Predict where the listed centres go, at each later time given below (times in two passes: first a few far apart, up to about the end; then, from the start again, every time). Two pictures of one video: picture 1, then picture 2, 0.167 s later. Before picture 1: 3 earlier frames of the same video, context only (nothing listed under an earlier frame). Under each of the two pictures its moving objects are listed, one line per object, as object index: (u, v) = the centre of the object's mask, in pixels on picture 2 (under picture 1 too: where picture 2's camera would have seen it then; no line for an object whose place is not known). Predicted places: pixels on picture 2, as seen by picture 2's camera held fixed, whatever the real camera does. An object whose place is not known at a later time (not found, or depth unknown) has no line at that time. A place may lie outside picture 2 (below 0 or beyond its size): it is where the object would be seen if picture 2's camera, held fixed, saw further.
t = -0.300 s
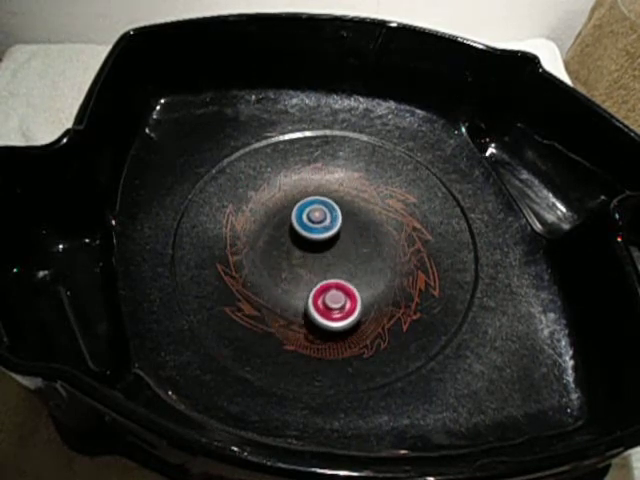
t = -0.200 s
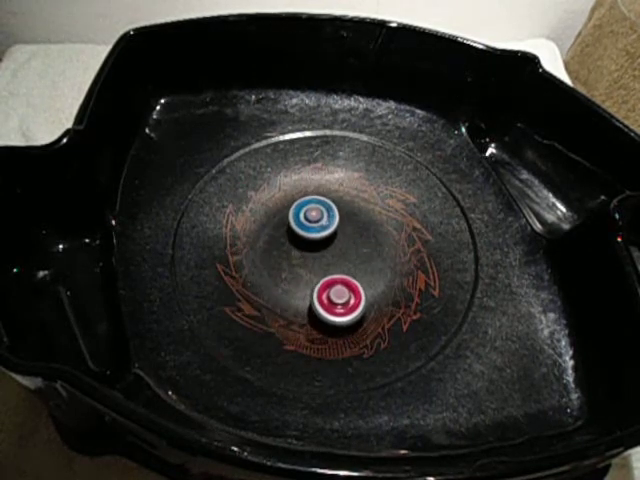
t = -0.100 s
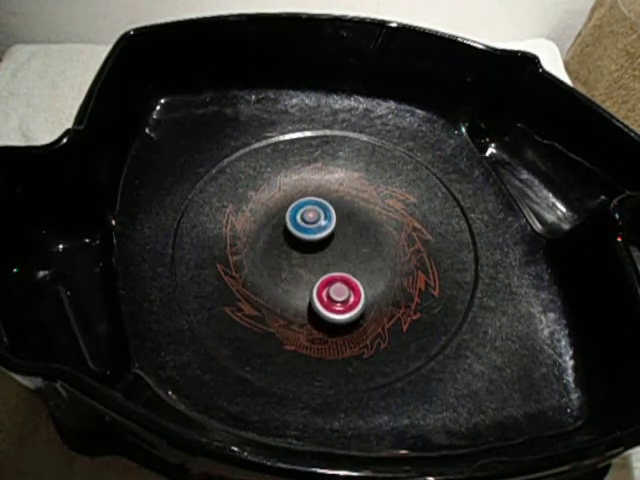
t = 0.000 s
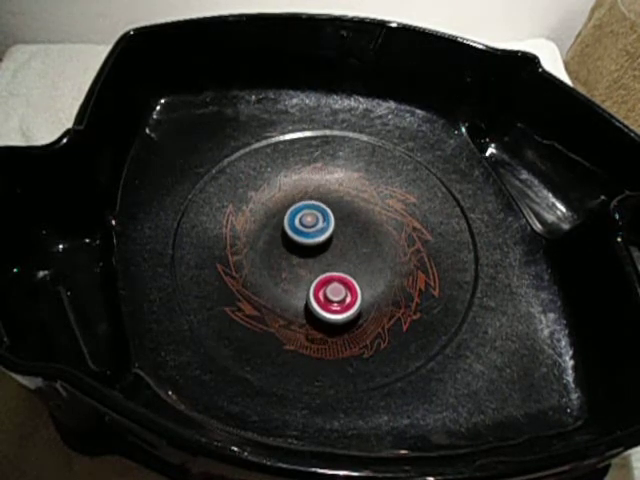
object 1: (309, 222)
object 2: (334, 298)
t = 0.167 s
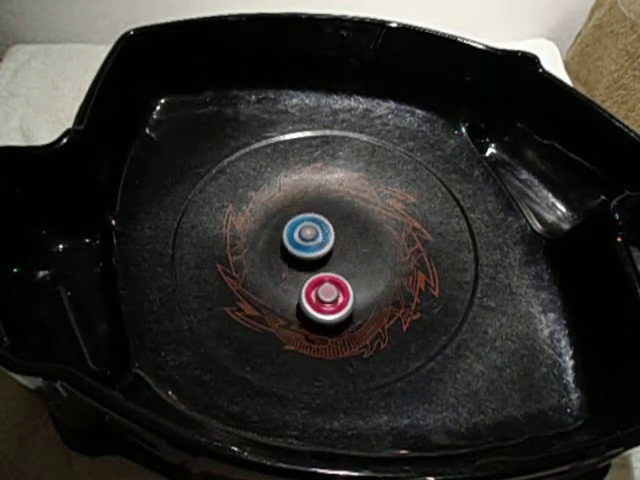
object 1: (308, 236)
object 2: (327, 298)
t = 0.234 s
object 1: (308, 245)
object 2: (323, 298)
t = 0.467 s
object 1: (298, 215)
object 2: (341, 328)
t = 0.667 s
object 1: (280, 203)
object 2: (357, 302)
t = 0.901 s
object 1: (263, 247)
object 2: (348, 293)
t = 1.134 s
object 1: (267, 274)
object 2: (342, 303)
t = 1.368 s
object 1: (276, 295)
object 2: (387, 298)
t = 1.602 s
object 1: (300, 267)
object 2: (384, 274)
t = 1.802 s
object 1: (298, 251)
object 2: (373, 273)
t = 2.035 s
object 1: (292, 246)
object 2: (357, 281)
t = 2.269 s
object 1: (283, 253)
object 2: (339, 290)
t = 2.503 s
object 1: (266, 273)
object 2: (326, 300)
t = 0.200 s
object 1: (308, 240)
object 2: (325, 298)
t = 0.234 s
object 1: (308, 245)
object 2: (323, 298)
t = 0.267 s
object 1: (308, 245)
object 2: (323, 301)
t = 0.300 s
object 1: (306, 237)
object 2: (324, 315)
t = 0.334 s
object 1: (304, 231)
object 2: (326, 326)
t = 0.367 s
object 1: (302, 227)
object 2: (329, 332)
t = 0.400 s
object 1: (301, 223)
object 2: (332, 333)
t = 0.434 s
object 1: (299, 219)
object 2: (337, 331)
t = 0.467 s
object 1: (298, 215)
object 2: (341, 328)
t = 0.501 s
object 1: (296, 212)
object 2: (346, 324)
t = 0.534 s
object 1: (294, 209)
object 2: (349, 320)
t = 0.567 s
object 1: (292, 206)
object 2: (352, 314)
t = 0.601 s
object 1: (289, 204)
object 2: (354, 310)
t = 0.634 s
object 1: (285, 202)
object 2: (356, 306)
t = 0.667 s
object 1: (280, 203)
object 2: (357, 302)
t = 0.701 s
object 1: (274, 205)
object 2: (357, 299)
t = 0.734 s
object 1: (267, 211)
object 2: (357, 297)
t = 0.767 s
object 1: (263, 218)
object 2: (355, 295)
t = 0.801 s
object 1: (260, 226)
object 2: (354, 293)
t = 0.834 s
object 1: (260, 234)
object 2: (353, 293)
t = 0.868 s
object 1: (261, 241)
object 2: (350, 293)
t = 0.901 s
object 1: (263, 247)
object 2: (348, 293)
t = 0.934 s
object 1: (265, 251)
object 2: (346, 294)
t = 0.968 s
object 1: (268, 256)
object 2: (343, 295)
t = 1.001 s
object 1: (270, 260)
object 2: (340, 295)
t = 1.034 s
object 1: (272, 265)
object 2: (337, 296)
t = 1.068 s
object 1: (274, 270)
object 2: (334, 296)
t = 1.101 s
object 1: (276, 275)
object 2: (331, 297)
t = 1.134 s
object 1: (267, 274)
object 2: (342, 303)
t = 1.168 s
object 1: (255, 272)
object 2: (357, 311)
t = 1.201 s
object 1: (250, 271)
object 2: (368, 315)
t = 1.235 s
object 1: (249, 274)
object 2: (377, 315)
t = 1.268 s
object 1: (252, 278)
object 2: (381, 313)
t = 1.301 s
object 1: (257, 285)
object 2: (384, 308)
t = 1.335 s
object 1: (265, 291)
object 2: (386, 303)
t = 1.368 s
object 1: (276, 295)
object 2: (387, 298)
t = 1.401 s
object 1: (286, 295)
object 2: (388, 293)
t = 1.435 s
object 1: (295, 293)
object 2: (389, 288)
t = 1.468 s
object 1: (299, 288)
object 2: (389, 285)
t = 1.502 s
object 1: (300, 282)
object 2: (388, 281)
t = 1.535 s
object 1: (300, 276)
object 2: (387, 278)
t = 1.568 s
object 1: (300, 271)
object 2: (386, 276)
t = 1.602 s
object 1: (300, 267)
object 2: (384, 274)
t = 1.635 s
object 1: (300, 263)
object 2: (382, 272)
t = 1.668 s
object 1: (300, 260)
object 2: (381, 272)
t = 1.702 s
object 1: (299, 257)
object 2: (379, 271)
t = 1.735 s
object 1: (299, 255)
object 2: (377, 272)
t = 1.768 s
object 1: (299, 253)
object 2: (375, 272)
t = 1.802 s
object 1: (298, 251)
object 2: (373, 273)
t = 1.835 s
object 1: (298, 249)
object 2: (371, 274)
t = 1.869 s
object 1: (297, 248)
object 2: (369, 275)
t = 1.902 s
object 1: (296, 247)
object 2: (366, 276)
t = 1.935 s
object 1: (295, 247)
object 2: (364, 277)
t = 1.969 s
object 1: (294, 246)
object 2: (362, 278)
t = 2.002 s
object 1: (293, 246)
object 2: (359, 279)
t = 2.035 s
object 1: (292, 246)
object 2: (357, 281)
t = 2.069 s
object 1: (291, 247)
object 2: (354, 282)
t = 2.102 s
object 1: (289, 247)
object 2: (352, 283)
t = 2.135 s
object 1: (288, 248)
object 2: (349, 285)
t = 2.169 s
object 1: (287, 249)
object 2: (347, 286)
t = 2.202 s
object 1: (285, 250)
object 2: (344, 287)
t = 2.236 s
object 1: (284, 251)
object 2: (342, 288)
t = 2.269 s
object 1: (283, 253)
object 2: (339, 290)
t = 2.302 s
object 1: (281, 255)
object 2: (337, 291)
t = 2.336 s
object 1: (279, 258)
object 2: (334, 293)
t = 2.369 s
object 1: (277, 261)
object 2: (332, 294)
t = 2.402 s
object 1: (276, 264)
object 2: (329, 295)
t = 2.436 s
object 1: (273, 267)
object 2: (327, 296)
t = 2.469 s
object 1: (272, 272)
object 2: (324, 297)
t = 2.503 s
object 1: (266, 273)
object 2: (326, 300)
